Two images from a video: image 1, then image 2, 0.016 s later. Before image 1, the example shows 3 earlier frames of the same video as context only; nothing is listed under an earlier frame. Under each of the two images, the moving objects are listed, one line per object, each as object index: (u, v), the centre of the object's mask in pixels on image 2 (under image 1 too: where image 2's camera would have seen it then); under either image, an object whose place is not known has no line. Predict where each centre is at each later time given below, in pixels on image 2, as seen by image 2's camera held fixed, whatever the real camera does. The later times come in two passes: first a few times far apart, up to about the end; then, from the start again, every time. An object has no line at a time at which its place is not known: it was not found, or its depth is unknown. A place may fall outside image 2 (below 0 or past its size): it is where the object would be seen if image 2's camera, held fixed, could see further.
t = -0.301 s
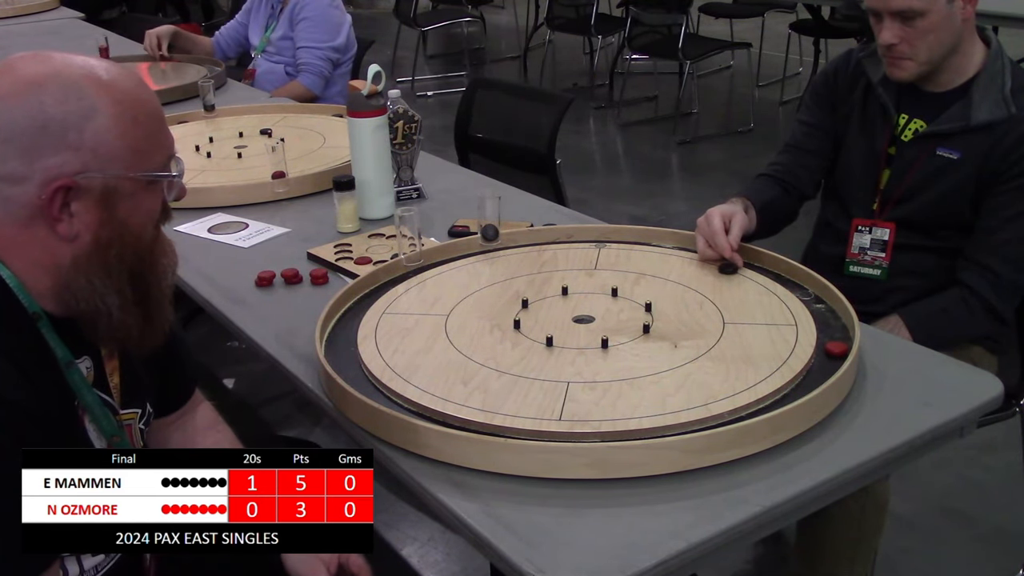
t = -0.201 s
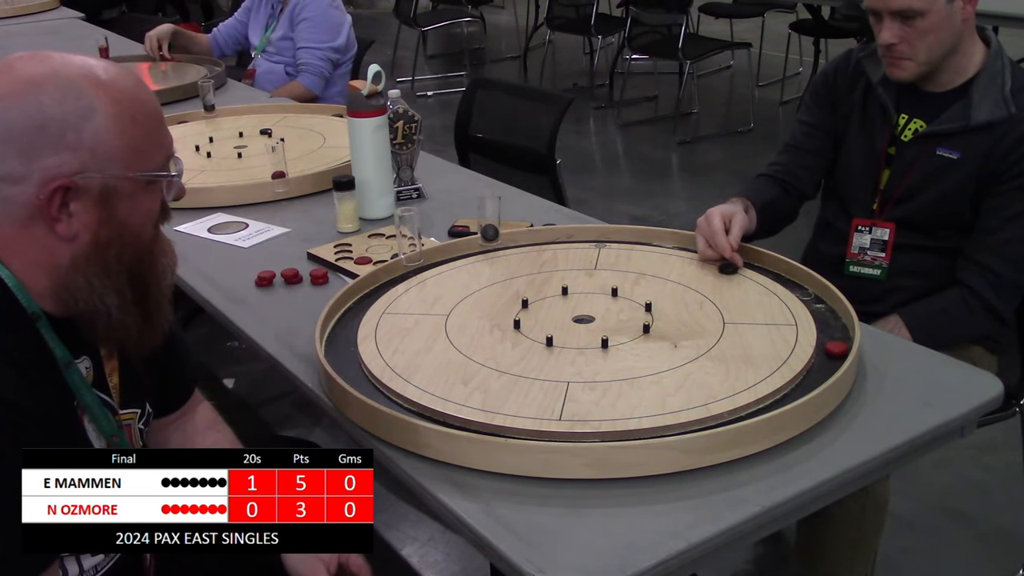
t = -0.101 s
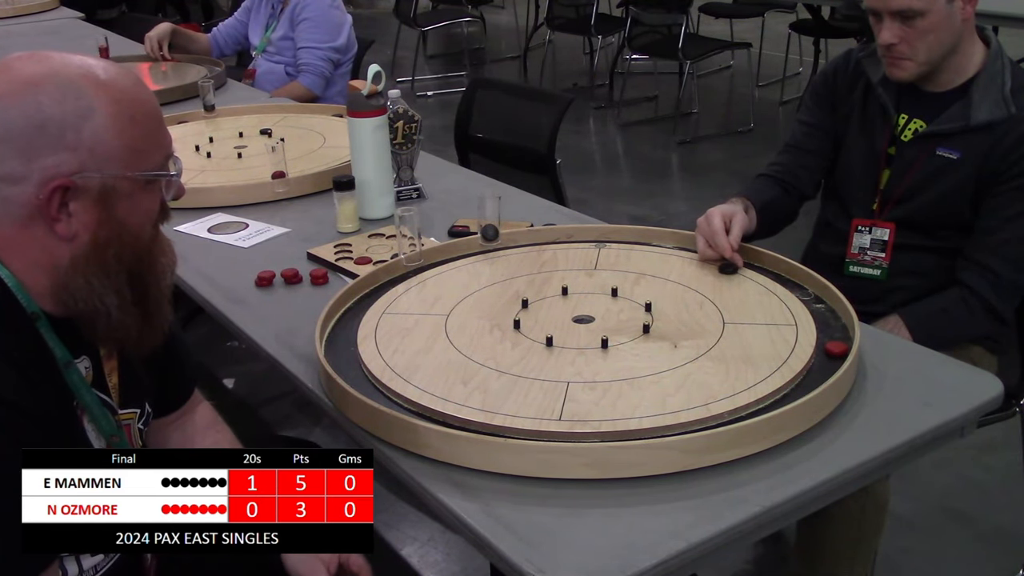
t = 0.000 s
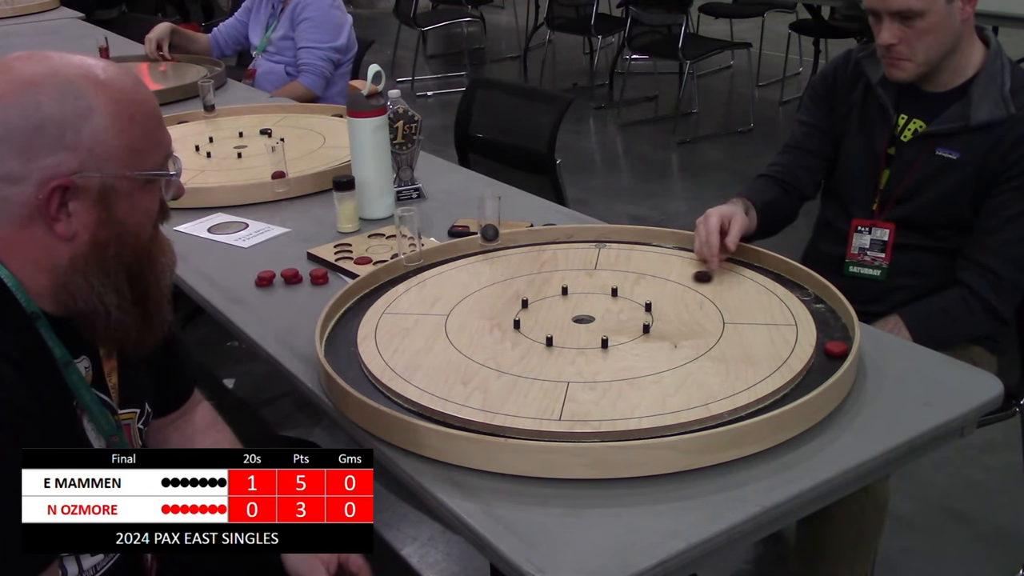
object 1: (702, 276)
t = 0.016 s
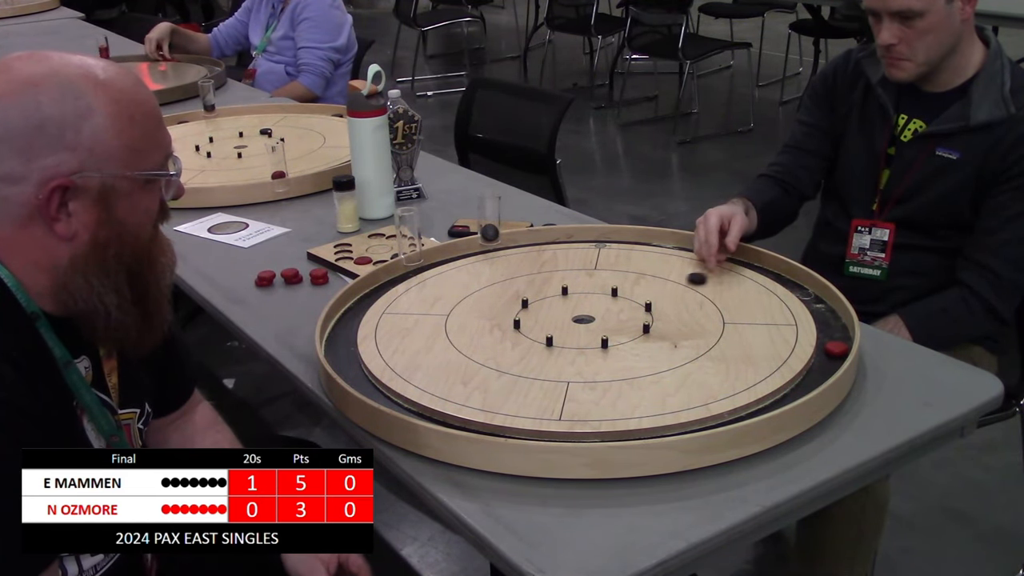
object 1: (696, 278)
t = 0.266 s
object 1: (615, 304)
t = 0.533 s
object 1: (570, 322)
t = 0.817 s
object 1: (563, 325)
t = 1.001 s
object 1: (563, 325)
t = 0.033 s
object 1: (690, 280)
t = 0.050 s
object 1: (685, 282)
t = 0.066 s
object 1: (679, 284)
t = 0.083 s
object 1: (674, 285)
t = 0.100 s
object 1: (667, 287)
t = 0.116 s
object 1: (662, 289)
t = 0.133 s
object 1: (657, 291)
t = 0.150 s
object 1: (651, 293)
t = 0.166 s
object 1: (646, 294)
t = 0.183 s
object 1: (640, 296)
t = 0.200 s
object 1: (635, 297)
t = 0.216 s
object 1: (630, 299)
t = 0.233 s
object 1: (625, 301)
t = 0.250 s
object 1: (620, 303)
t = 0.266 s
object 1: (615, 304)
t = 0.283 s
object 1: (610, 305)
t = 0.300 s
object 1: (606, 307)
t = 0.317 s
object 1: (600, 308)
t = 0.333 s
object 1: (596, 311)
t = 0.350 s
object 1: (592, 311)
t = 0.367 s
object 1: (587, 314)
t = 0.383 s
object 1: (584, 315)
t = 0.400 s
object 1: (581, 316)
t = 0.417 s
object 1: (579, 316)
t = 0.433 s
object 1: (577, 317)
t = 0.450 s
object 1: (576, 317)
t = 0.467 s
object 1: (573, 318)
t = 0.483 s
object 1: (572, 319)
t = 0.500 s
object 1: (572, 320)
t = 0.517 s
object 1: (570, 321)
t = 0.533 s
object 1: (570, 322)
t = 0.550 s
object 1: (569, 322)
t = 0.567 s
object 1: (568, 323)
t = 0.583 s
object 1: (568, 323)
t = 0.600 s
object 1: (566, 324)
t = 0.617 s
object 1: (566, 324)
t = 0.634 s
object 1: (565, 324)
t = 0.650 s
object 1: (565, 324)
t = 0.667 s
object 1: (565, 325)
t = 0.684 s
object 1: (564, 325)
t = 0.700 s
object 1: (564, 325)
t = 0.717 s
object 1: (563, 325)
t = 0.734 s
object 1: (563, 325)
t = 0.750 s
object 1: (563, 325)
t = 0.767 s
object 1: (563, 325)
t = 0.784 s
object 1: (563, 325)
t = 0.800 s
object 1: (563, 325)
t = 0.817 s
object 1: (563, 325)
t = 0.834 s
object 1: (563, 325)
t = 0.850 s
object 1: (563, 325)
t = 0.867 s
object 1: (563, 325)
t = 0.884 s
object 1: (563, 325)
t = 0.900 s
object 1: (563, 325)
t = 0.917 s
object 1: (563, 325)
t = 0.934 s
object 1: (563, 325)
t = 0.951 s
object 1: (563, 325)
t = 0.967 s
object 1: (563, 325)
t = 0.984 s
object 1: (563, 325)
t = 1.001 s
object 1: (563, 325)
